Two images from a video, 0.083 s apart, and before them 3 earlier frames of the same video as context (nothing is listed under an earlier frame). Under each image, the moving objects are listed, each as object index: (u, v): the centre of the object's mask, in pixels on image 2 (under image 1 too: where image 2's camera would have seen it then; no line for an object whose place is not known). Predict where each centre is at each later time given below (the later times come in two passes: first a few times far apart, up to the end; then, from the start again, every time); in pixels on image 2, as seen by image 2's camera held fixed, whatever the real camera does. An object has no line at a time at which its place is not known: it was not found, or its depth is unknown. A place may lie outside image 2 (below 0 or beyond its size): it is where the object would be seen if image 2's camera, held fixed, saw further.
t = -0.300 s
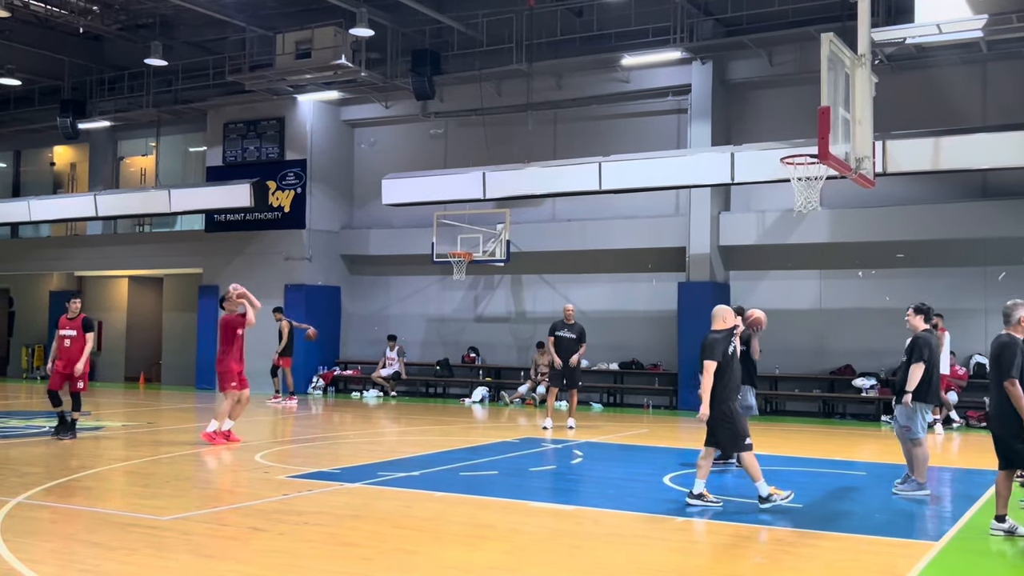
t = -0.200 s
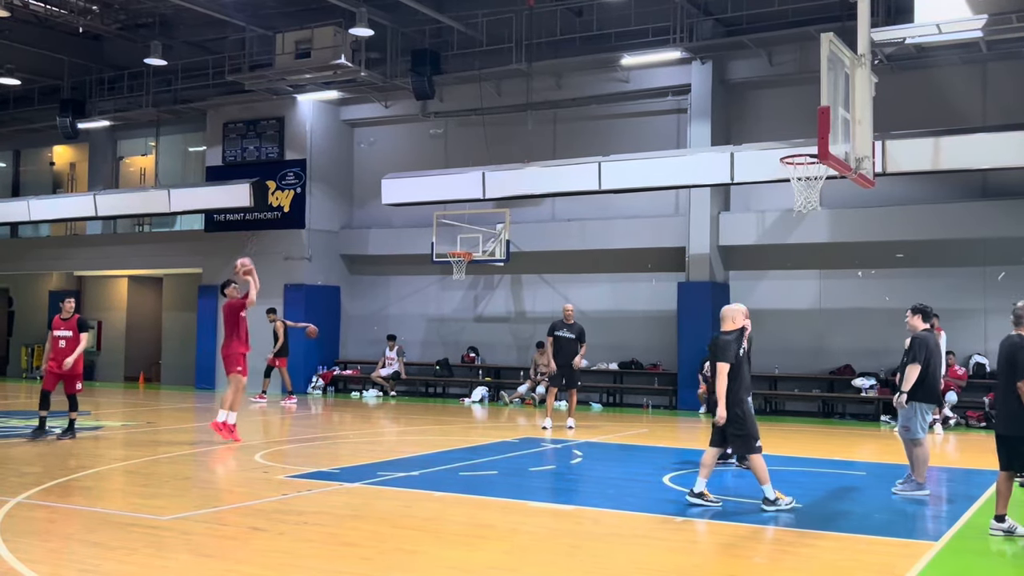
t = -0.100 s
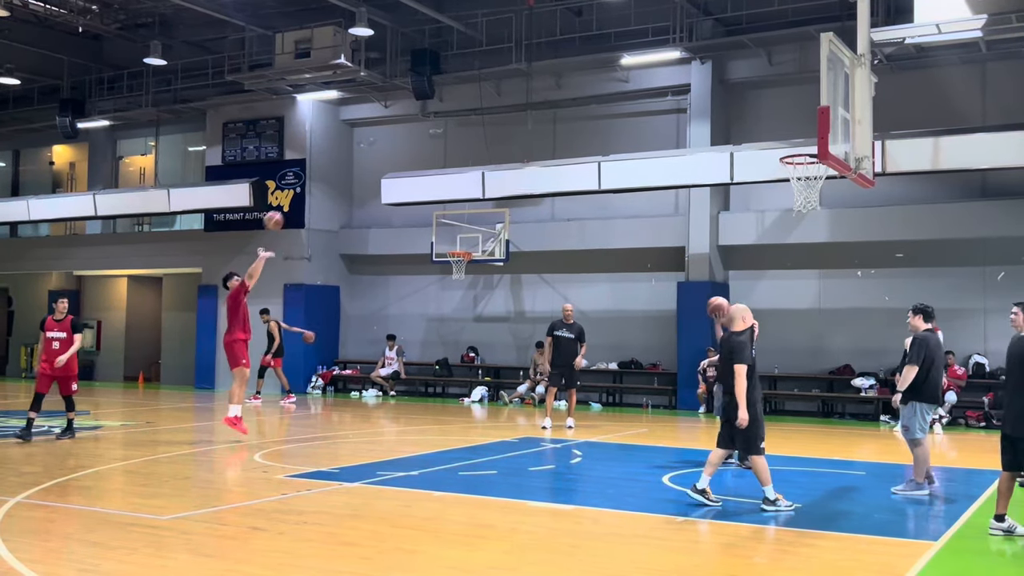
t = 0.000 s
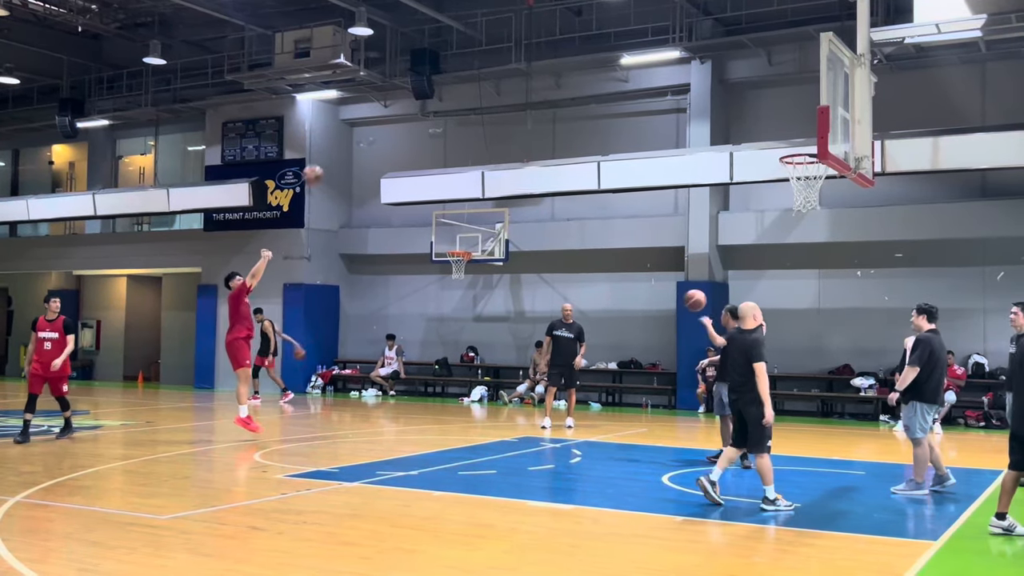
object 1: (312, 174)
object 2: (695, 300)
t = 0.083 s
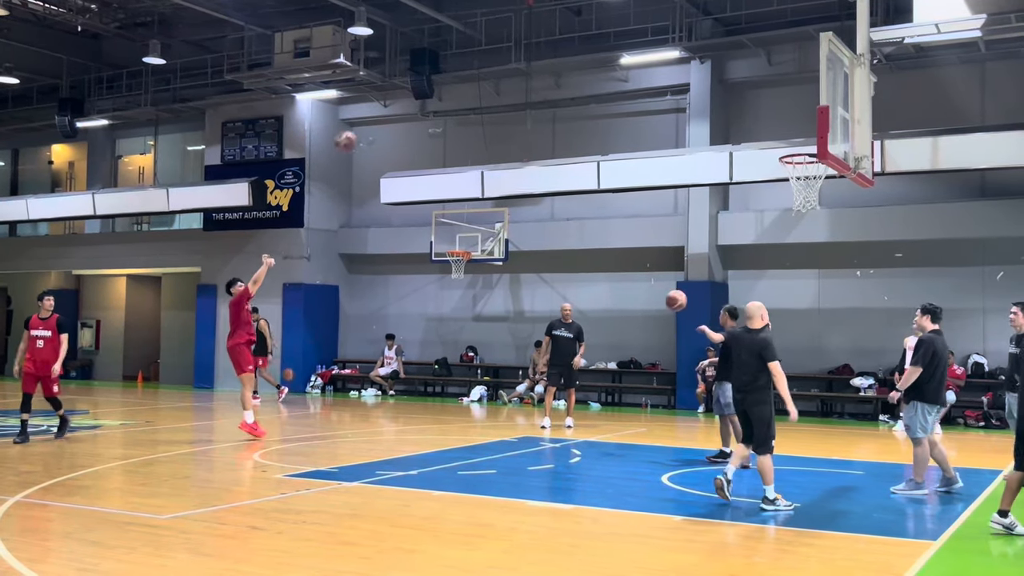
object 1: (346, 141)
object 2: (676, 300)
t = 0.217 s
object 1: (400, 96)
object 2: (649, 313)
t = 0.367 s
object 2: (622, 342)
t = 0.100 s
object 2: (672, 301)
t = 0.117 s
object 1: (359, 128)
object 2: (669, 302)
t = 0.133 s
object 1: (367, 123)
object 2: (665, 303)
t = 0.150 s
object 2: (662, 305)
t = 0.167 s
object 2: (658, 306)
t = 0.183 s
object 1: (387, 106)
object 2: (655, 309)
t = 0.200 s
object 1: (394, 101)
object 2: (652, 311)
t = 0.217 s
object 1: (400, 96)
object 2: (649, 313)
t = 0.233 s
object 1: (408, 91)
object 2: (645, 316)
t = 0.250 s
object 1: (415, 88)
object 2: (642, 318)
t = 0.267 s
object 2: (639, 321)
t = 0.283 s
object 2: (636, 324)
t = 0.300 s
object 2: (633, 327)
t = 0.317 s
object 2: (630, 331)
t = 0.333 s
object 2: (627, 335)
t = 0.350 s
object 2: (625, 338)
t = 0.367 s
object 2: (622, 342)
